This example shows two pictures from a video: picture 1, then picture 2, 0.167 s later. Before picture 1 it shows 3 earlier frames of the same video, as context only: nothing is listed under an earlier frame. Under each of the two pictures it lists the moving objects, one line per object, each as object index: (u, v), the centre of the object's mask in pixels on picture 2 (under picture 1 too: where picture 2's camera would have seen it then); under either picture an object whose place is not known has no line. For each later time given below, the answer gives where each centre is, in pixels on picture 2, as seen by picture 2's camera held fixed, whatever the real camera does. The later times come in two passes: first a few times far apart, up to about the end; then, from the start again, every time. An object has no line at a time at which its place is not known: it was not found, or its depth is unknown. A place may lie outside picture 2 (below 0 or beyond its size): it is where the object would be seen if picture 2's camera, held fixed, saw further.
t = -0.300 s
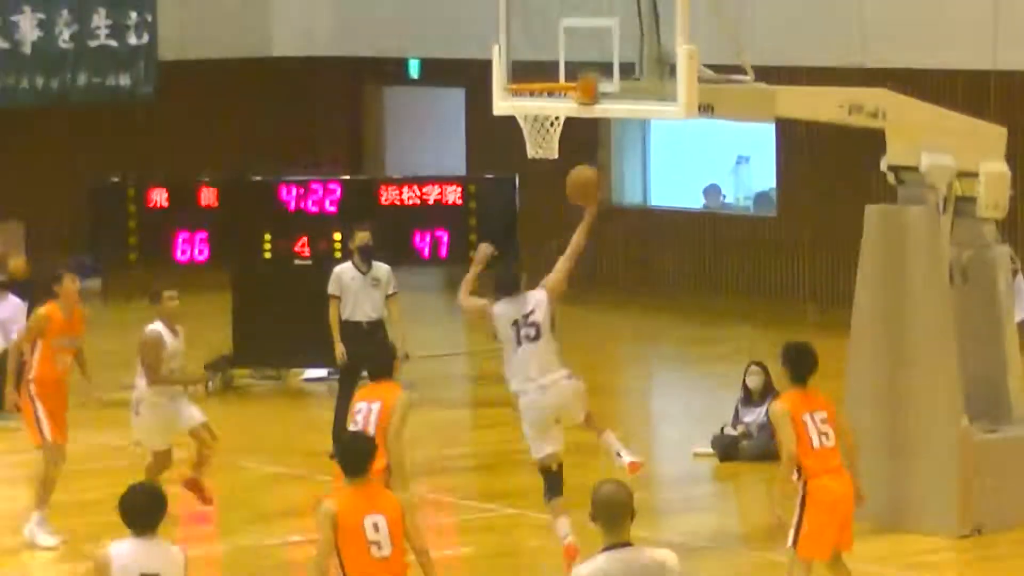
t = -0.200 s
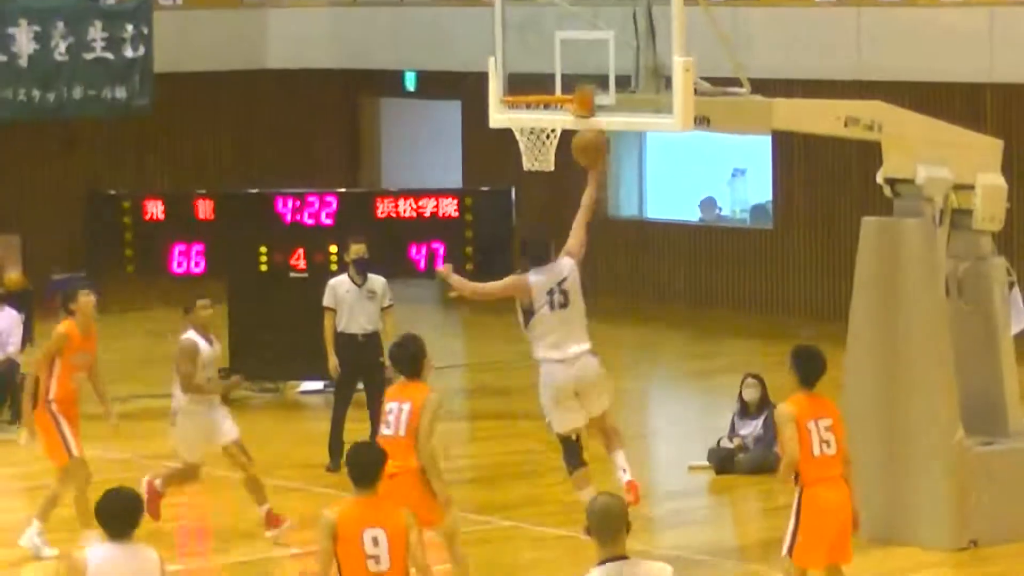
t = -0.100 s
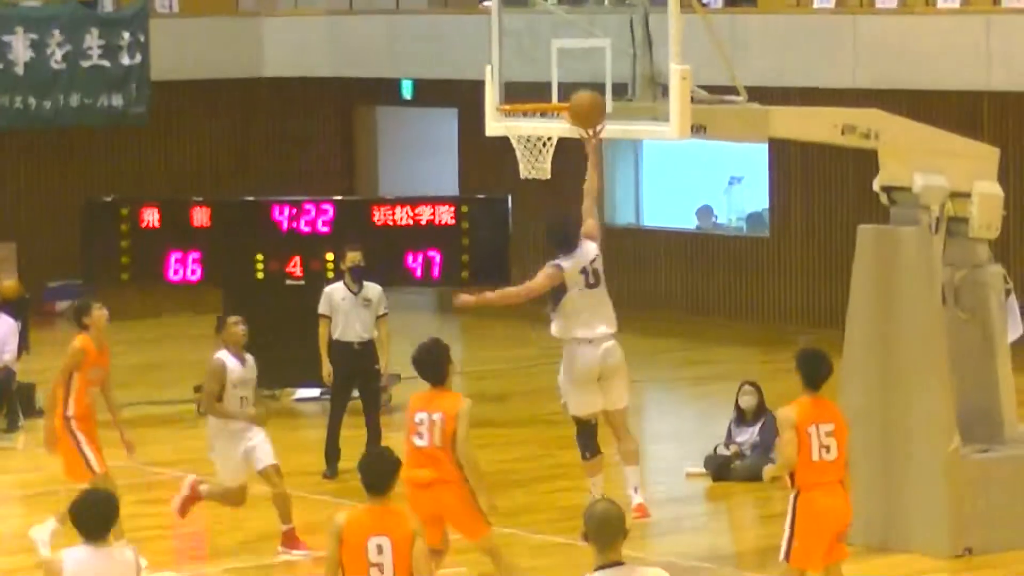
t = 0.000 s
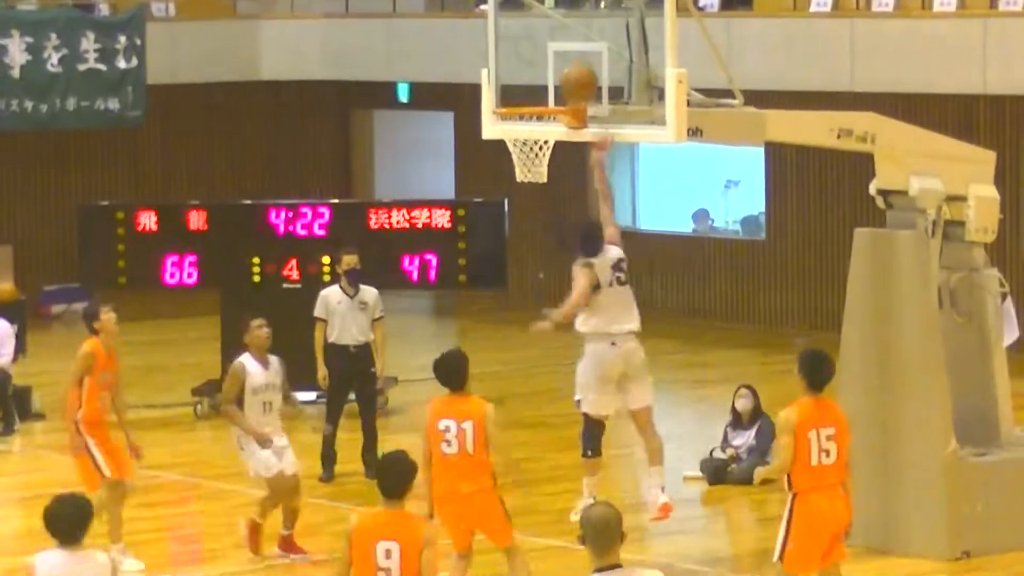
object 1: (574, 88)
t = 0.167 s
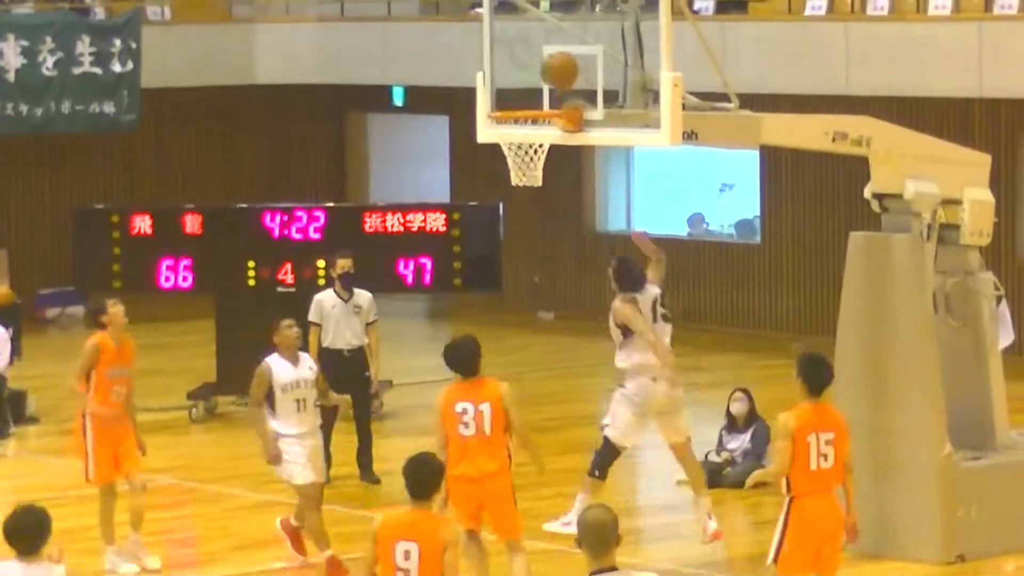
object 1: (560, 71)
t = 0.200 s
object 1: (553, 71)
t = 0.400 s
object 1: (518, 103)
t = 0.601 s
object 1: (511, 155)
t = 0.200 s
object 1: (553, 71)
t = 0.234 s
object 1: (547, 74)
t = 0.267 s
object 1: (542, 77)
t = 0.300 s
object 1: (534, 84)
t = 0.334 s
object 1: (528, 92)
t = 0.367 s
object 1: (523, 98)
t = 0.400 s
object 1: (518, 103)
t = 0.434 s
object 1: (515, 105)
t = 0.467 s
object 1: (511, 122)
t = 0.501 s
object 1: (510, 131)
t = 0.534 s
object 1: (508, 139)
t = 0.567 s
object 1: (508, 142)
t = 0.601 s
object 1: (511, 155)
